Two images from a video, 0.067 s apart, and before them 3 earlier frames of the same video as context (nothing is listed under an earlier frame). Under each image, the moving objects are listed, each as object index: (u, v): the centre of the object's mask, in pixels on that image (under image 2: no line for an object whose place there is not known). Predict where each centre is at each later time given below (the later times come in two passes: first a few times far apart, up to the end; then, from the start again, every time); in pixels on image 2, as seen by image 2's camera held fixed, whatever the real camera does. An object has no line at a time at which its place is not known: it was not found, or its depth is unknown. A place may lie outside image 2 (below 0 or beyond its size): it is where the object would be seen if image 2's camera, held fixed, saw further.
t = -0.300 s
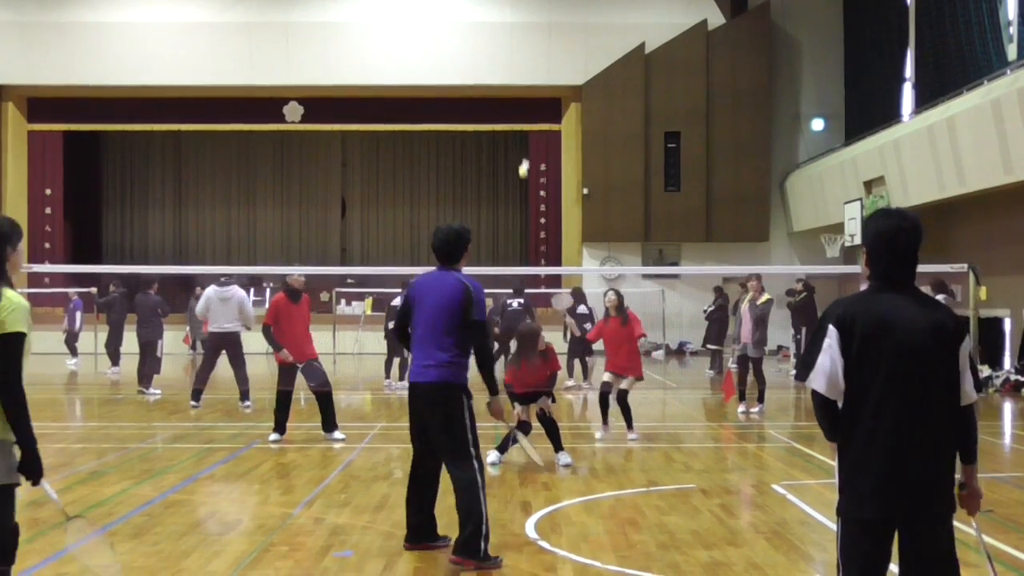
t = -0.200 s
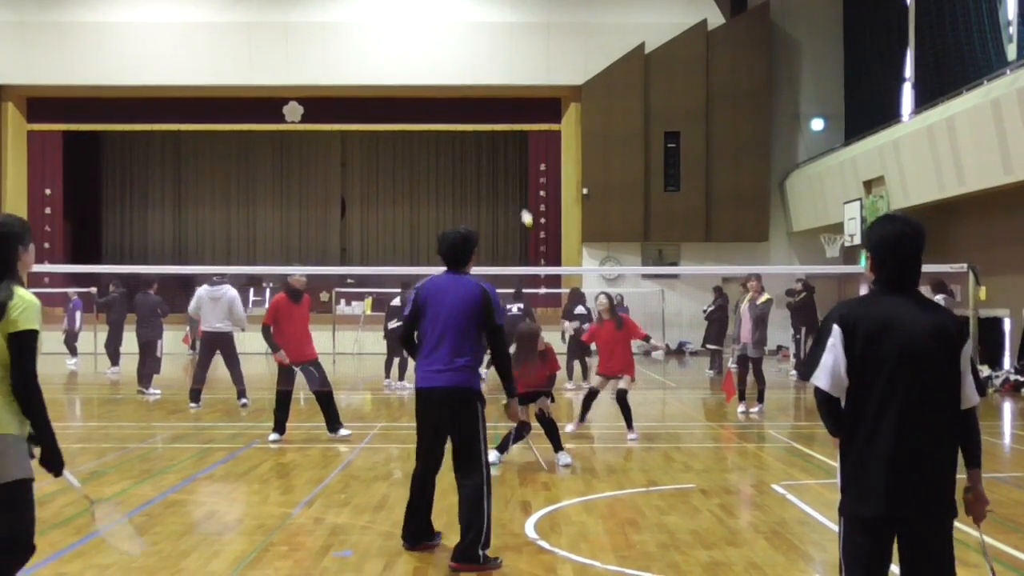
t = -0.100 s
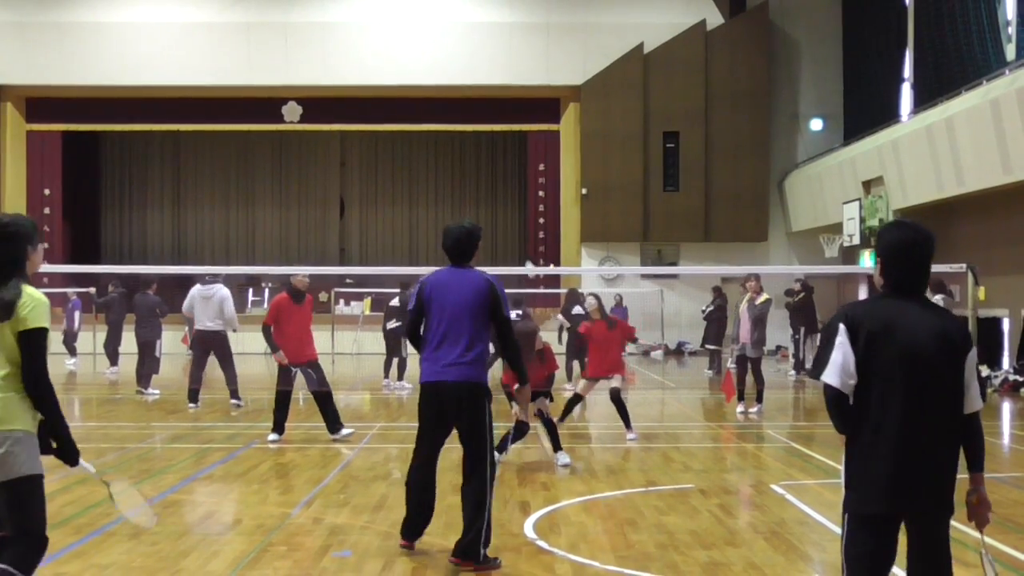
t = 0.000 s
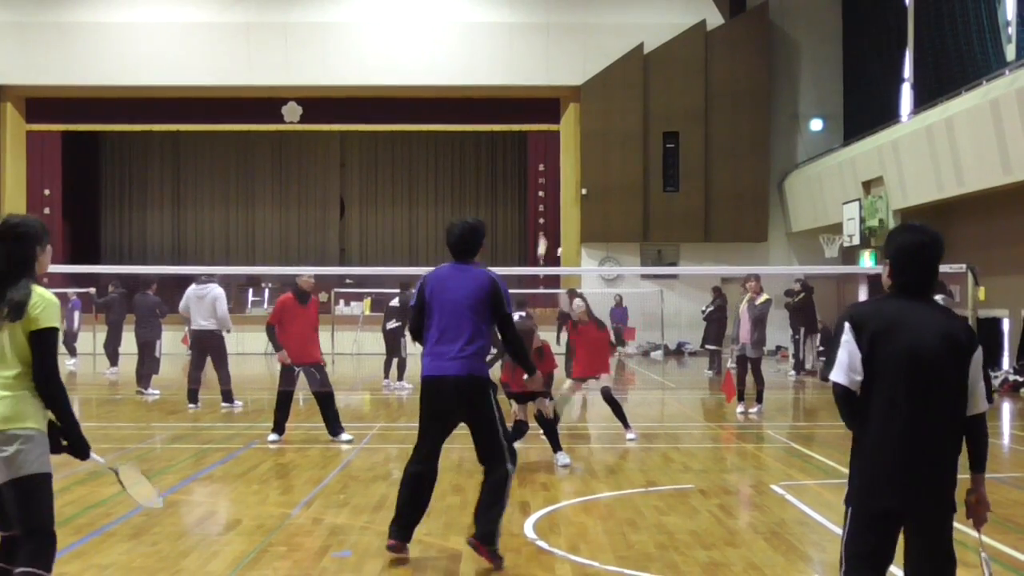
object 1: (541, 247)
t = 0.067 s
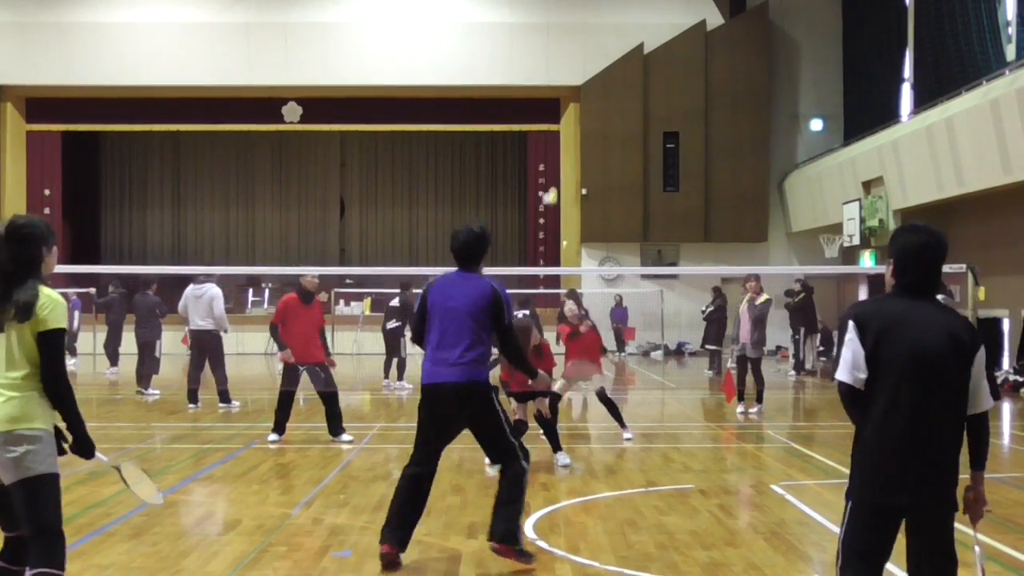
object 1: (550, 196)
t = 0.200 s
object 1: (564, 118)
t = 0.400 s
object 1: (583, 55)
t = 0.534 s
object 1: (594, 48)
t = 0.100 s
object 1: (555, 175)
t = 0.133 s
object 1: (559, 154)
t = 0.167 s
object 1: (561, 135)
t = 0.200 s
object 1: (564, 118)
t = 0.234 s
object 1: (567, 105)
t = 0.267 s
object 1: (570, 93)
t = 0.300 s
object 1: (573, 78)
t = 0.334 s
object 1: (577, 68)
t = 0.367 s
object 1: (579, 61)
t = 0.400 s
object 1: (583, 55)
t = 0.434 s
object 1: (586, 51)
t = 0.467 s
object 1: (588, 49)
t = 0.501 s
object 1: (592, 47)
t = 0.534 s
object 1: (594, 48)
